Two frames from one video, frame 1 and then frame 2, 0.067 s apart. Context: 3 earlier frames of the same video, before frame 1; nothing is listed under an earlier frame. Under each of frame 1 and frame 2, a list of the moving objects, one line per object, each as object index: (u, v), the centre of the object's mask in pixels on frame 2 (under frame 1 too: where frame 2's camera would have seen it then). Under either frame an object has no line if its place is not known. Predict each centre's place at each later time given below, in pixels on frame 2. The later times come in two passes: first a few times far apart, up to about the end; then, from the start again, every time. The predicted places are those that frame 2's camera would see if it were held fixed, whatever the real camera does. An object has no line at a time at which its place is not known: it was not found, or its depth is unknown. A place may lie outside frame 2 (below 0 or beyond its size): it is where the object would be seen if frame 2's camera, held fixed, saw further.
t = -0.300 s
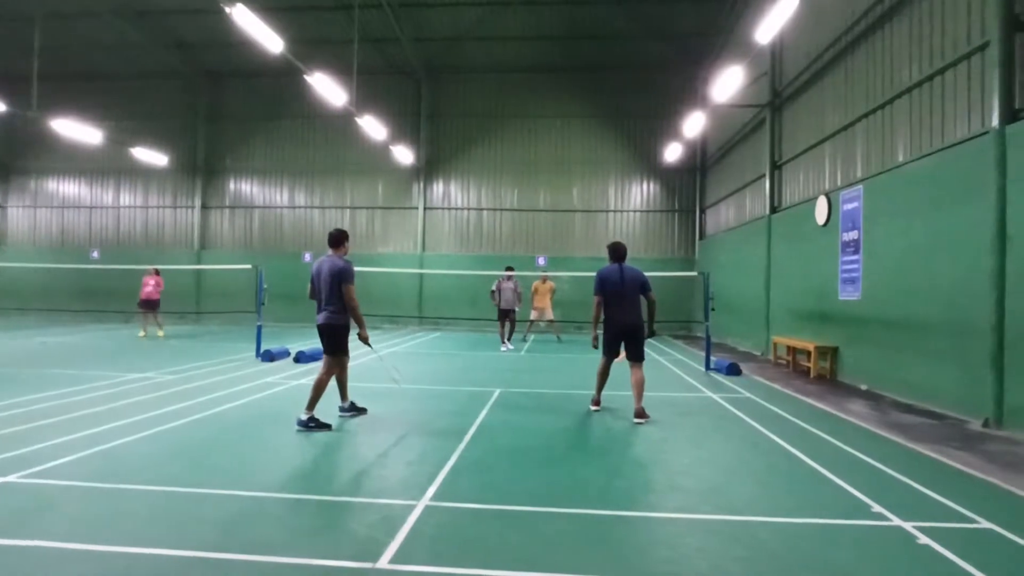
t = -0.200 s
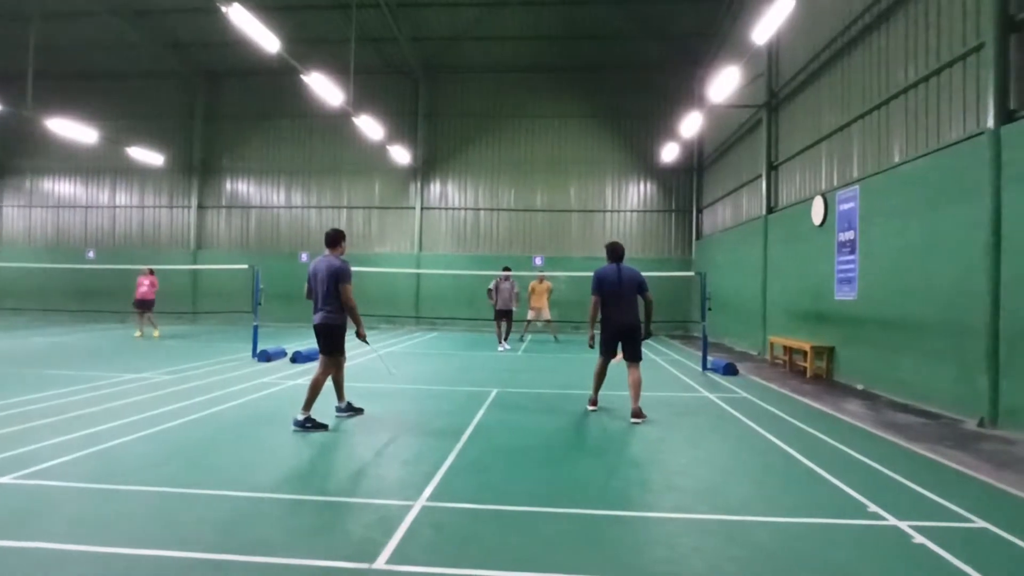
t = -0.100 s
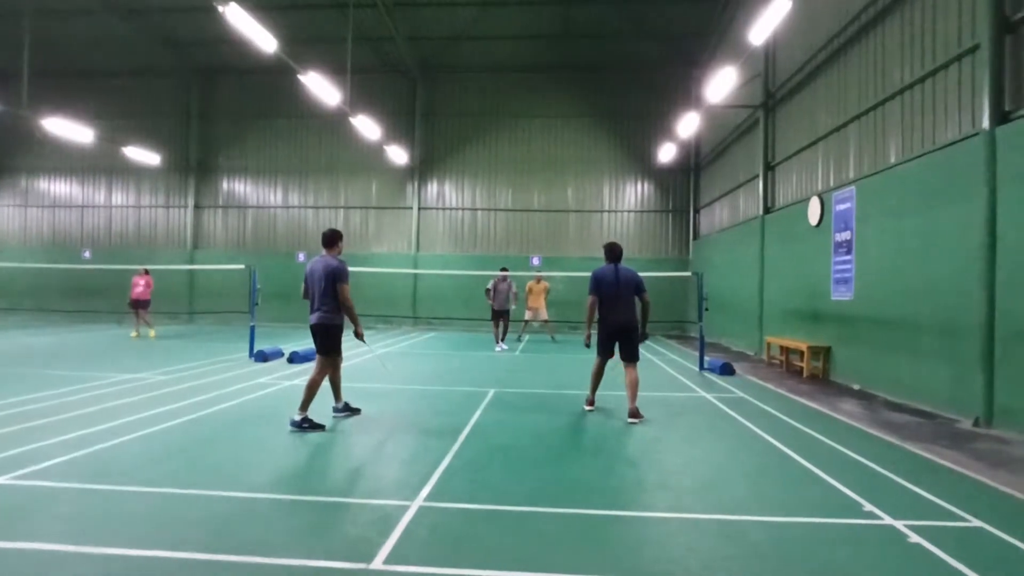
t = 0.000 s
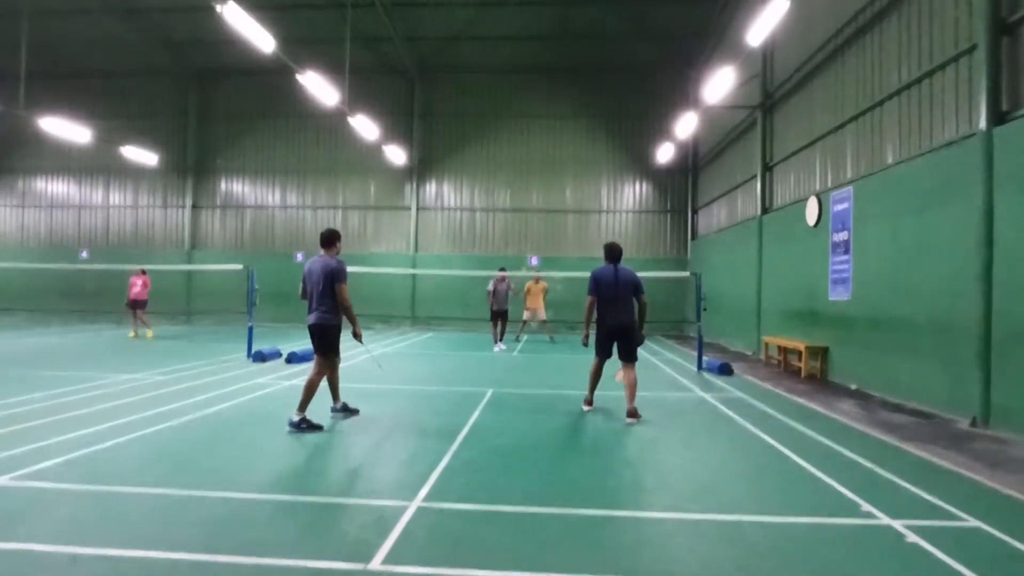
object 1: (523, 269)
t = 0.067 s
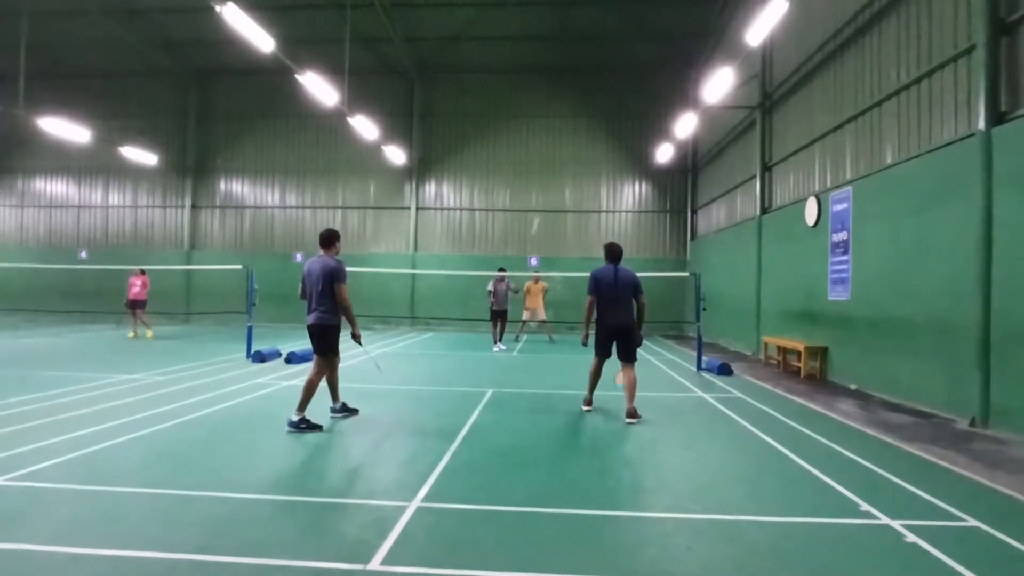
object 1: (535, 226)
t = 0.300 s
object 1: (570, 121)
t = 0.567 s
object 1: (607, 51)
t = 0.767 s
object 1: (634, 36)
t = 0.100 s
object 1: (542, 205)
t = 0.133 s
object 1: (546, 191)
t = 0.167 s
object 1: (551, 175)
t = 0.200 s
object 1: (556, 160)
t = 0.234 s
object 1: (561, 146)
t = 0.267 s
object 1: (566, 133)
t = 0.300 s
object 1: (570, 121)
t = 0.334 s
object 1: (574, 110)
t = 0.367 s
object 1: (579, 99)
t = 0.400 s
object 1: (584, 89)
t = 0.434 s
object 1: (588, 81)
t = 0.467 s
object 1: (593, 72)
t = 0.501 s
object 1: (598, 64)
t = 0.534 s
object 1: (602, 58)
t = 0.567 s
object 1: (607, 51)
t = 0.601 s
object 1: (611, 47)
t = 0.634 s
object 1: (615, 43)
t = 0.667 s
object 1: (620, 40)
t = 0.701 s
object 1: (625, 37)
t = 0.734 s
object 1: (629, 36)
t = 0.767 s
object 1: (634, 36)
